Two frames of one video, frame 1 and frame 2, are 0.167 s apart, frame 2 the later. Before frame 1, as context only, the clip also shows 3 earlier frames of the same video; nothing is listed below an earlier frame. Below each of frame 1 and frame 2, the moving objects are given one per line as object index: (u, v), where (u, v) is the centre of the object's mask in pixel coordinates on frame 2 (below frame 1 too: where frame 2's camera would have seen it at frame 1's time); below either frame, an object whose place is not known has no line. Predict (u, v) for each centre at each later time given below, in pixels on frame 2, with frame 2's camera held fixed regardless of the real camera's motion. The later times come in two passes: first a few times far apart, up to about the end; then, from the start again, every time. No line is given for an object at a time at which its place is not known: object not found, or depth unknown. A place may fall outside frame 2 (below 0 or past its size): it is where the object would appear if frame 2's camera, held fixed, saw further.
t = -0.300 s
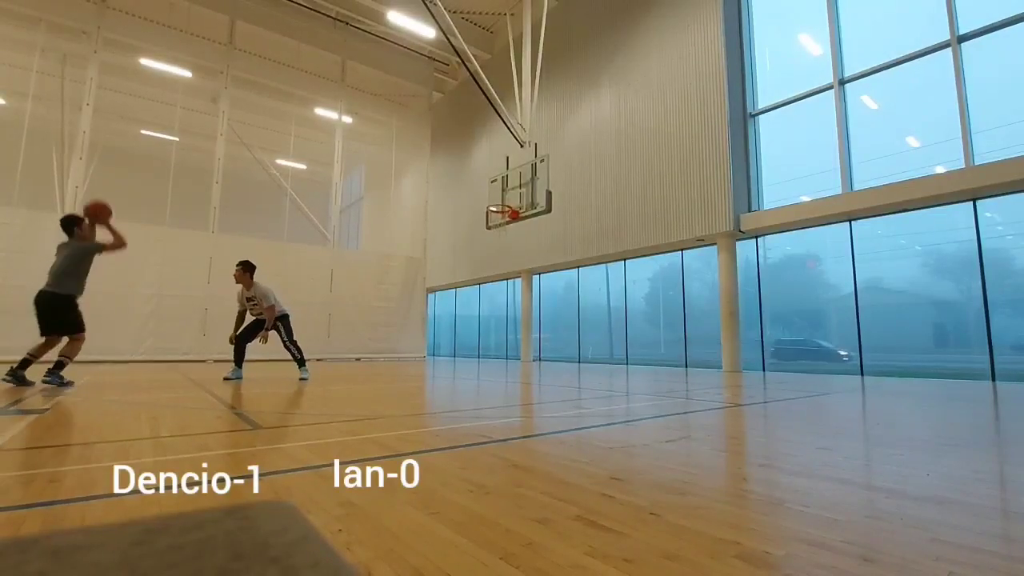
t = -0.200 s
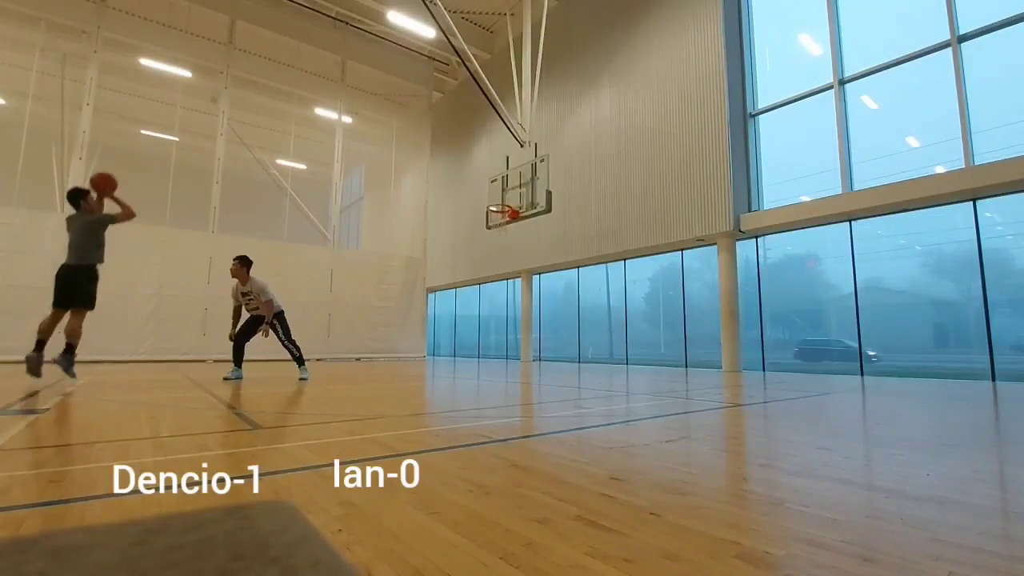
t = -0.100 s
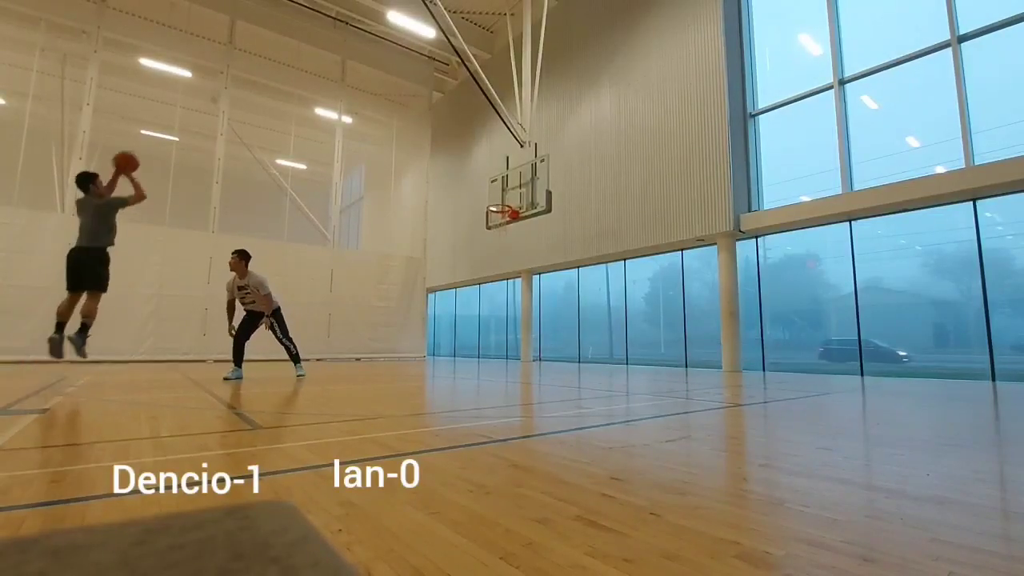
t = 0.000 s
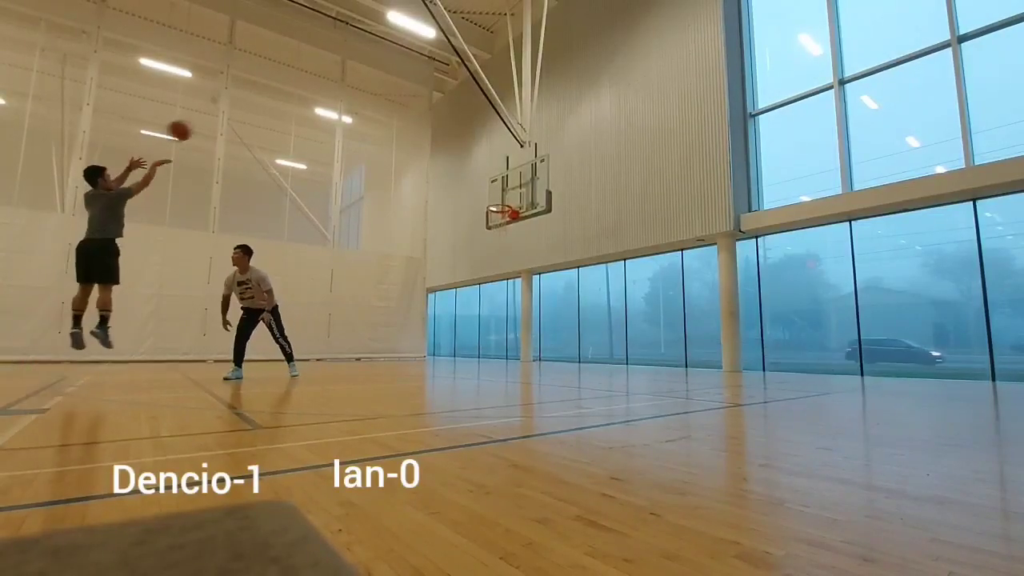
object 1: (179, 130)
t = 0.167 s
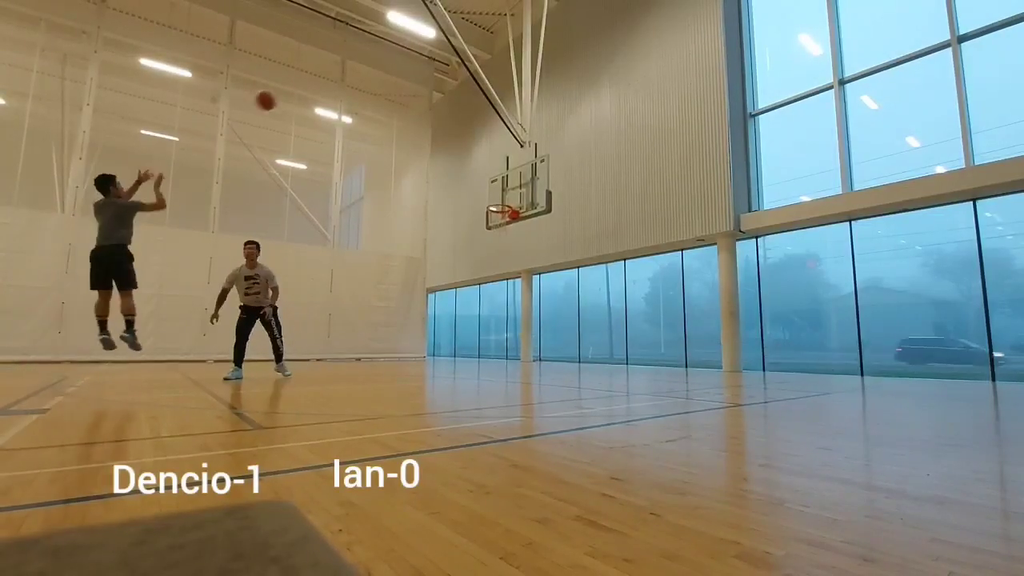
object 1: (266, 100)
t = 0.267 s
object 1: (307, 94)
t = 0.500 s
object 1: (386, 104)
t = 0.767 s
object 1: (454, 146)
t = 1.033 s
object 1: (505, 204)
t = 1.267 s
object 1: (488, 176)
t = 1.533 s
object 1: (463, 175)
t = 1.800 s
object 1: (436, 209)
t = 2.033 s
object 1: (409, 271)
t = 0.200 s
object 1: (280, 97)
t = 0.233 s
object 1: (294, 96)
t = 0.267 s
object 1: (307, 94)
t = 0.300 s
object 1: (320, 94)
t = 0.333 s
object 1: (332, 94)
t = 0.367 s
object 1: (344, 95)
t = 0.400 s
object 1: (354, 96)
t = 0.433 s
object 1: (366, 98)
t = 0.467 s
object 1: (376, 101)
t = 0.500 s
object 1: (386, 104)
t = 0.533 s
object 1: (395, 108)
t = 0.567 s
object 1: (404, 112)
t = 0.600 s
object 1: (413, 116)
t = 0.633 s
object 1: (422, 122)
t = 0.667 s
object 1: (430, 127)
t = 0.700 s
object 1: (438, 133)
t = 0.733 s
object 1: (446, 139)
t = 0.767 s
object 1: (454, 146)
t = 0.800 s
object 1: (461, 153)
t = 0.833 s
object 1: (467, 159)
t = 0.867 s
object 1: (475, 167)
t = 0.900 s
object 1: (481, 174)
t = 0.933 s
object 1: (488, 183)
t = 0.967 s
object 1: (494, 191)
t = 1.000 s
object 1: (500, 200)
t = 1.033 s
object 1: (505, 204)
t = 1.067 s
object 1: (505, 199)
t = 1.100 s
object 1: (503, 195)
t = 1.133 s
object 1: (500, 190)
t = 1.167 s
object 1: (496, 186)
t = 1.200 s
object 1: (494, 182)
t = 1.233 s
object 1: (491, 179)
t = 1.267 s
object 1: (488, 176)
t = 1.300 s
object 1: (485, 174)
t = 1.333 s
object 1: (482, 173)
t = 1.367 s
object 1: (479, 172)
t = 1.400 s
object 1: (476, 171)
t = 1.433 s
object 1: (473, 172)
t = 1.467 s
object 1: (470, 172)
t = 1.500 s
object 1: (466, 174)
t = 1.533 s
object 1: (463, 175)
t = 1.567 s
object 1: (460, 177)
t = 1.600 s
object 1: (457, 180)
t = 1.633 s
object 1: (453, 184)
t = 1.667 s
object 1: (450, 188)
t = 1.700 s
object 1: (446, 192)
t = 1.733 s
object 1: (443, 197)
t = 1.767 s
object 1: (440, 203)
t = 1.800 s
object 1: (436, 209)
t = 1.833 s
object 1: (432, 216)
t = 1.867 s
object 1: (428, 224)
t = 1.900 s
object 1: (425, 232)
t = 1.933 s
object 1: (421, 241)
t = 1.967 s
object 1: (417, 250)
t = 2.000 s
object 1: (413, 260)
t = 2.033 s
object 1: (409, 271)
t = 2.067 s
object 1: (405, 283)
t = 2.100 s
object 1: (401, 295)
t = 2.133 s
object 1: (396, 308)
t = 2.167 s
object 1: (392, 322)
